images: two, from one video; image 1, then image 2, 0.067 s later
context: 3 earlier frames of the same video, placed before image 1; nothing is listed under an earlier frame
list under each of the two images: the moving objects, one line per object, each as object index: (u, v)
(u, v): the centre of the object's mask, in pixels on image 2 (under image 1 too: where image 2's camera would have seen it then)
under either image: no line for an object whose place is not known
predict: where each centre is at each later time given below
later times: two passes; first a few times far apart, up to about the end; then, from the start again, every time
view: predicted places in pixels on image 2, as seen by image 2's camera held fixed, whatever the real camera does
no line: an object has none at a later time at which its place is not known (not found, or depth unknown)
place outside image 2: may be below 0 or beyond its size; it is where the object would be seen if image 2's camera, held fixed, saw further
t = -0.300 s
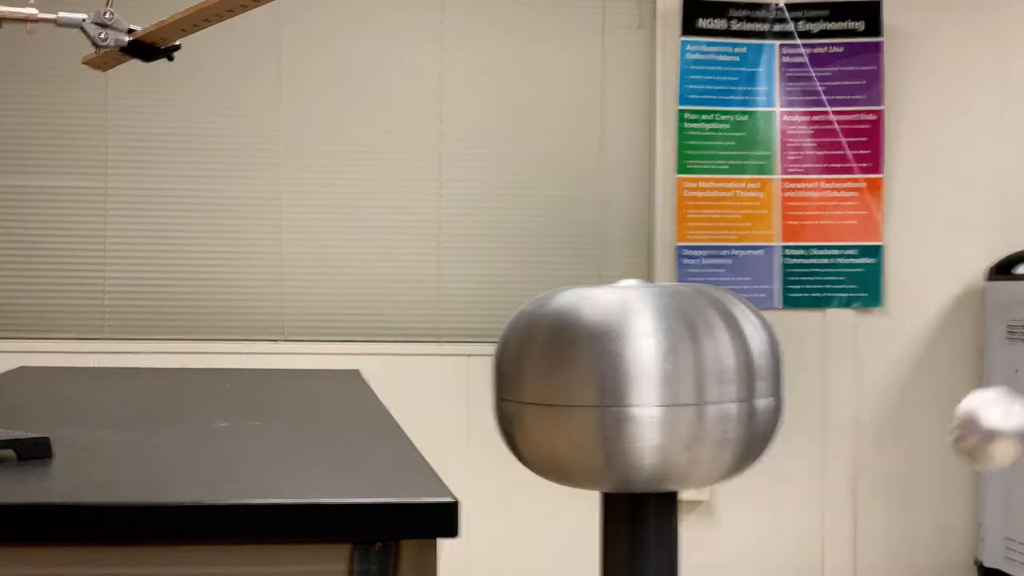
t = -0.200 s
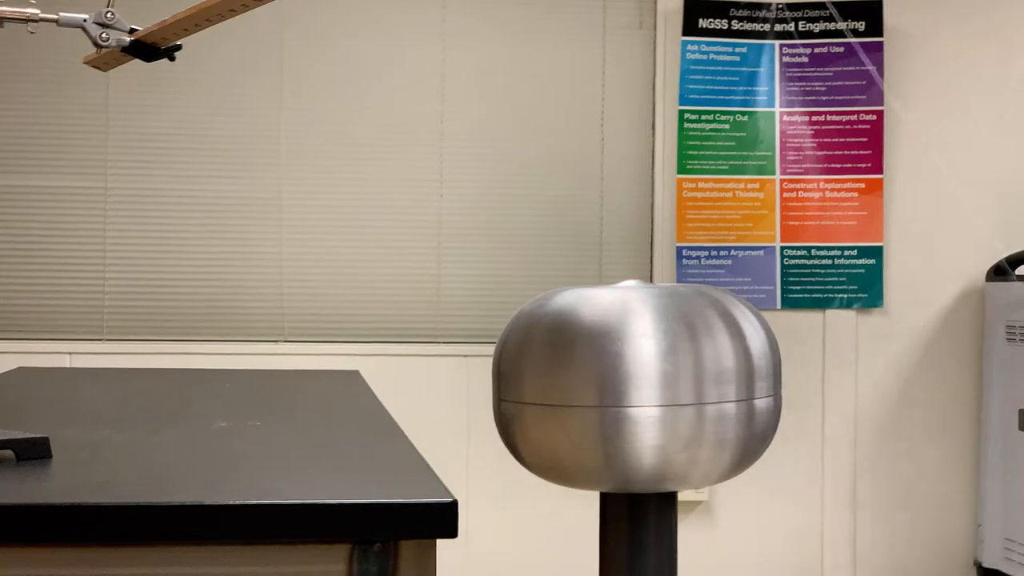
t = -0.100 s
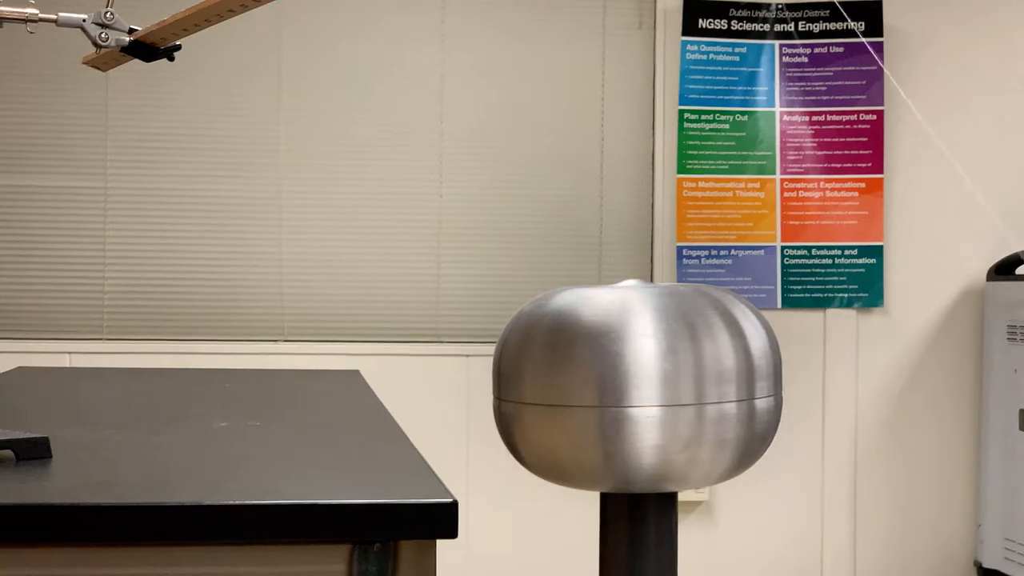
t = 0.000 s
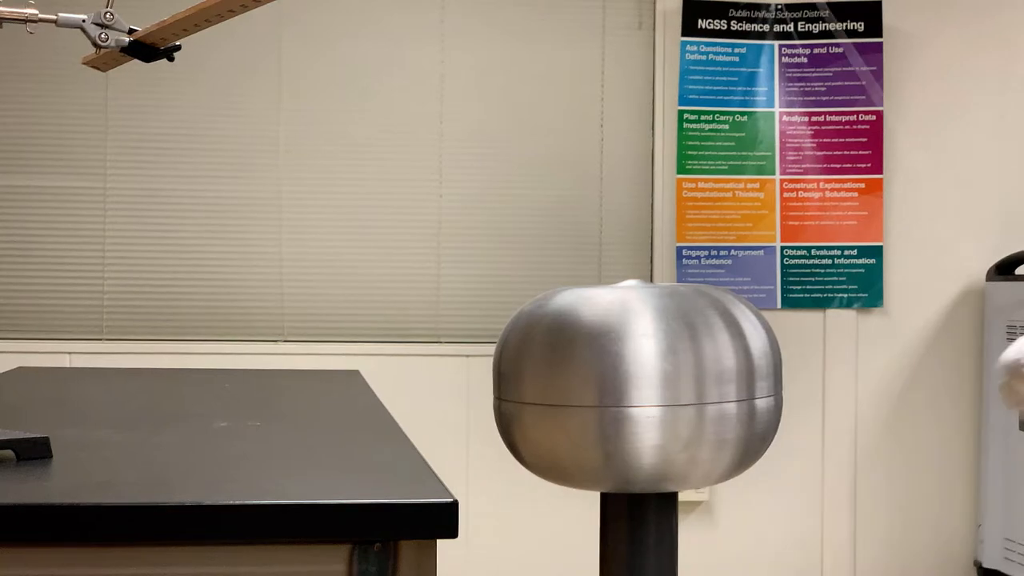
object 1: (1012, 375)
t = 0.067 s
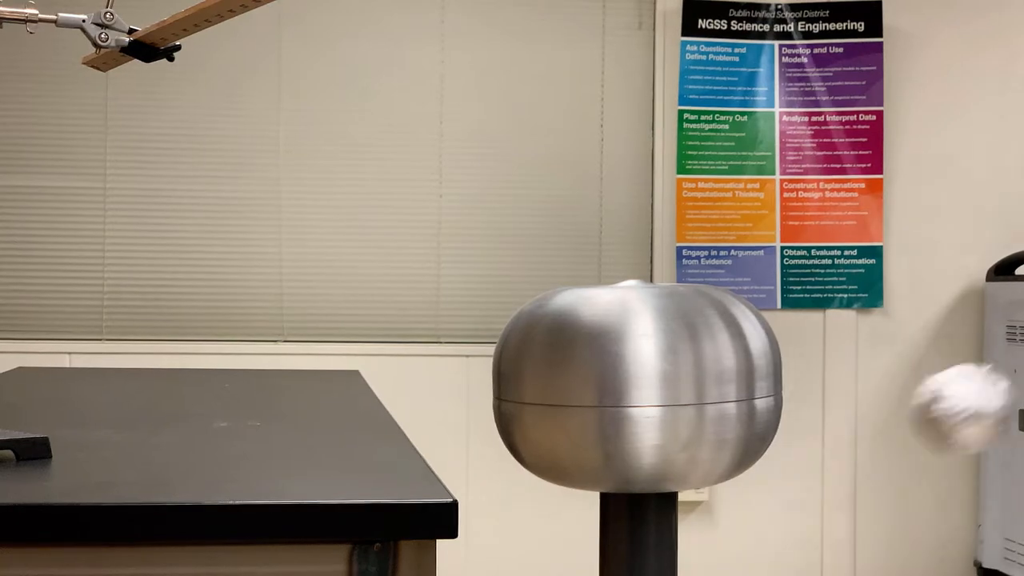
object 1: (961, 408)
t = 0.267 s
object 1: (641, 469)
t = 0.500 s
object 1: (396, 397)
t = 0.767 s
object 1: (425, 400)
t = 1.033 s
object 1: (800, 461)
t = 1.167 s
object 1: (983, 426)
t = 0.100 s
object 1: (912, 424)
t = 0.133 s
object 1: (857, 443)
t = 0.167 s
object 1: (802, 454)
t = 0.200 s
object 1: (745, 464)
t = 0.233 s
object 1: (689, 469)
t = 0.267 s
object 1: (641, 469)
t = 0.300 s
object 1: (594, 463)
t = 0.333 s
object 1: (551, 455)
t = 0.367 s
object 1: (511, 446)
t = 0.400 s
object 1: (476, 435)
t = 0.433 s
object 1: (445, 422)
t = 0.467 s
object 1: (419, 409)
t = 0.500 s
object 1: (396, 397)
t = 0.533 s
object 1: (380, 388)
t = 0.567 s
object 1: (368, 379)
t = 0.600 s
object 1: (362, 374)
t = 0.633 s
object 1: (363, 373)
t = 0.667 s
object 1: (369, 374)
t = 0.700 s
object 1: (381, 380)
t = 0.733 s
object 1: (400, 388)
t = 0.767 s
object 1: (425, 400)
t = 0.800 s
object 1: (459, 412)
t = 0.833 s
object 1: (498, 425)
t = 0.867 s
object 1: (541, 437)
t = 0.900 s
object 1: (590, 448)
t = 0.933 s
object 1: (640, 456)
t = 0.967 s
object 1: (694, 462)
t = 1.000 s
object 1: (746, 463)
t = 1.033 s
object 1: (800, 461)
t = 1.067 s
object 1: (854, 454)
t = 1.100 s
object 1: (902, 446)
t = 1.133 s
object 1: (946, 436)
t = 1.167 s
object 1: (983, 426)
